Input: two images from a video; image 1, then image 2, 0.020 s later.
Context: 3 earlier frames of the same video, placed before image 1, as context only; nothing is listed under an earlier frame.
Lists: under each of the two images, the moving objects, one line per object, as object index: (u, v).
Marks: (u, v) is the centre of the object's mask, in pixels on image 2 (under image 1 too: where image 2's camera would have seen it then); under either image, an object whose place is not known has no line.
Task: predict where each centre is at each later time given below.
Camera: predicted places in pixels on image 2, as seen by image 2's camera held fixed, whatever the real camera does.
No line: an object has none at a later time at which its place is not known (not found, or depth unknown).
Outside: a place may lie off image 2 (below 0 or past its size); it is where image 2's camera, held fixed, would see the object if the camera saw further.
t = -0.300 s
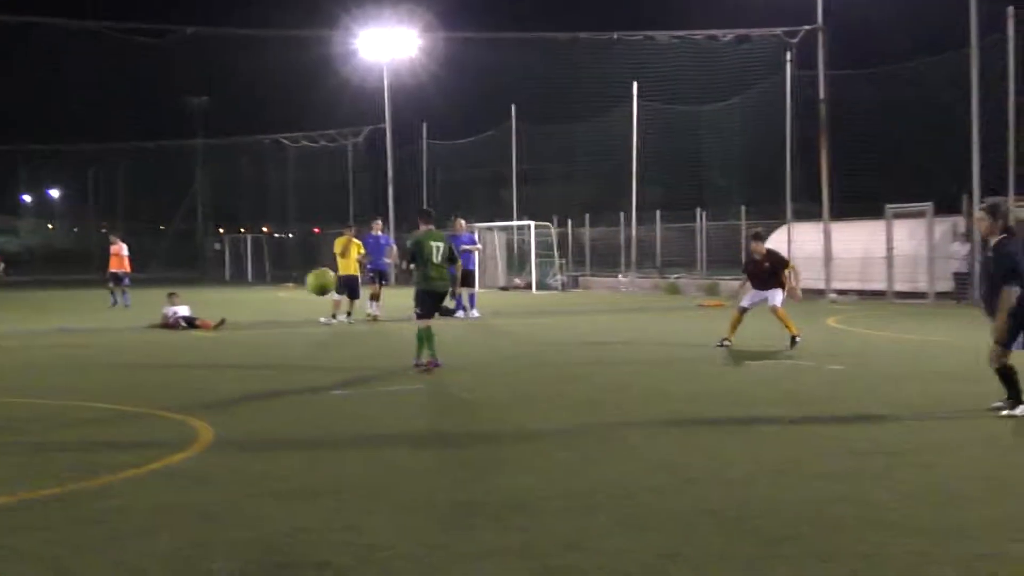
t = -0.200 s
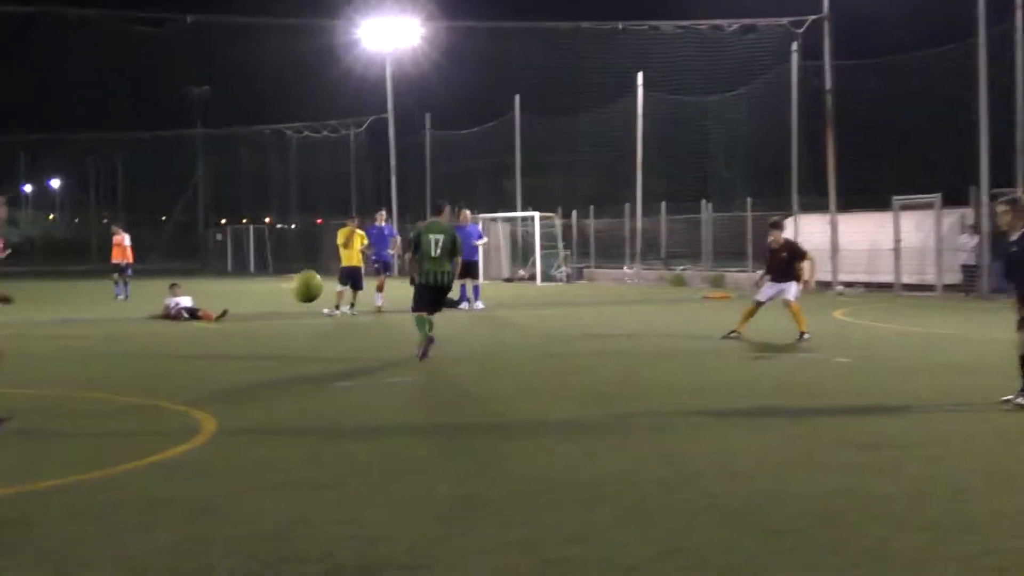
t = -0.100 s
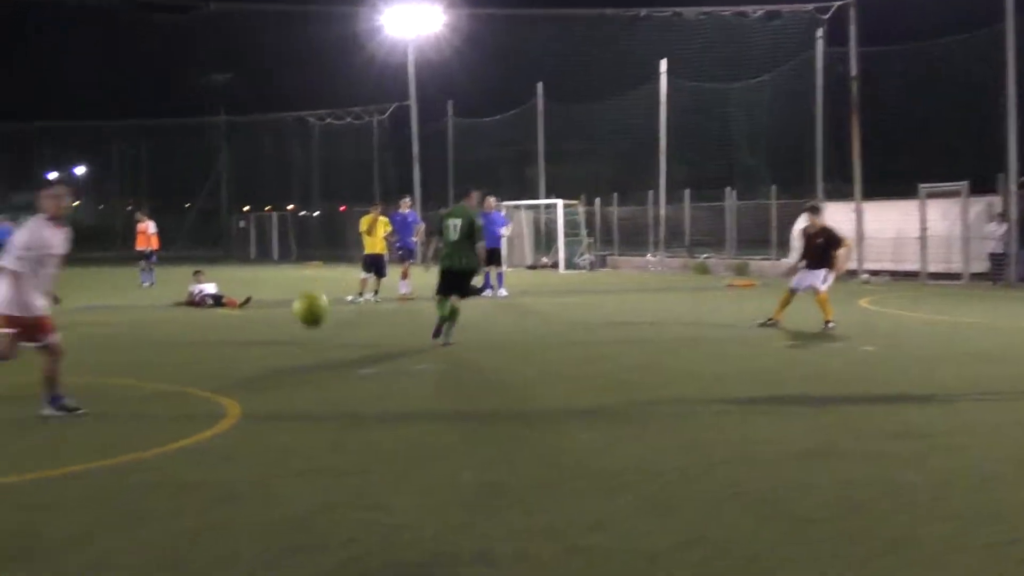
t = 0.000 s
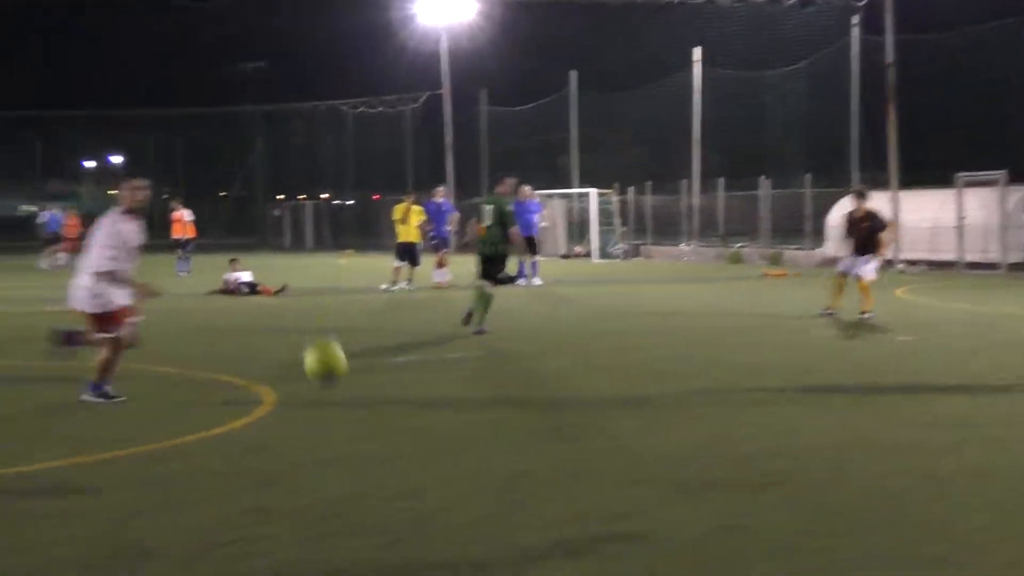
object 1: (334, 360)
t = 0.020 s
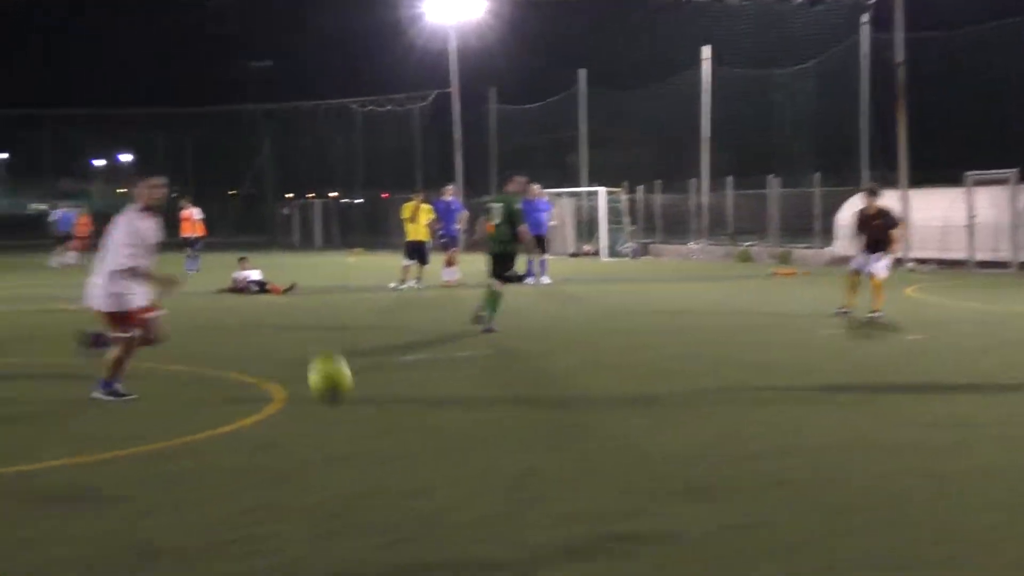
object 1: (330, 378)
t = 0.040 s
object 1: (325, 397)
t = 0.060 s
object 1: (320, 420)
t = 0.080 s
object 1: (315, 446)
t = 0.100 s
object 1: (309, 472)
